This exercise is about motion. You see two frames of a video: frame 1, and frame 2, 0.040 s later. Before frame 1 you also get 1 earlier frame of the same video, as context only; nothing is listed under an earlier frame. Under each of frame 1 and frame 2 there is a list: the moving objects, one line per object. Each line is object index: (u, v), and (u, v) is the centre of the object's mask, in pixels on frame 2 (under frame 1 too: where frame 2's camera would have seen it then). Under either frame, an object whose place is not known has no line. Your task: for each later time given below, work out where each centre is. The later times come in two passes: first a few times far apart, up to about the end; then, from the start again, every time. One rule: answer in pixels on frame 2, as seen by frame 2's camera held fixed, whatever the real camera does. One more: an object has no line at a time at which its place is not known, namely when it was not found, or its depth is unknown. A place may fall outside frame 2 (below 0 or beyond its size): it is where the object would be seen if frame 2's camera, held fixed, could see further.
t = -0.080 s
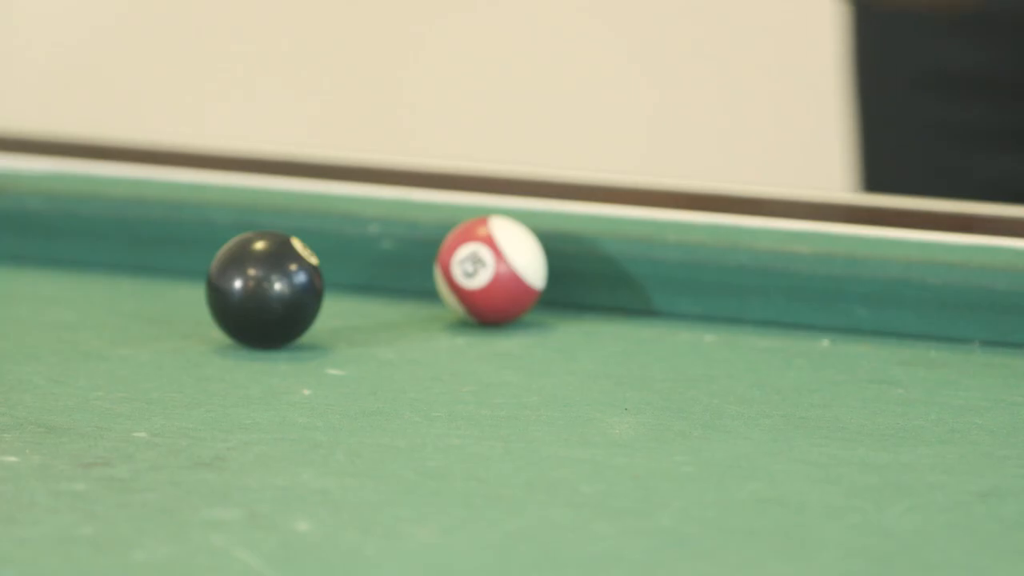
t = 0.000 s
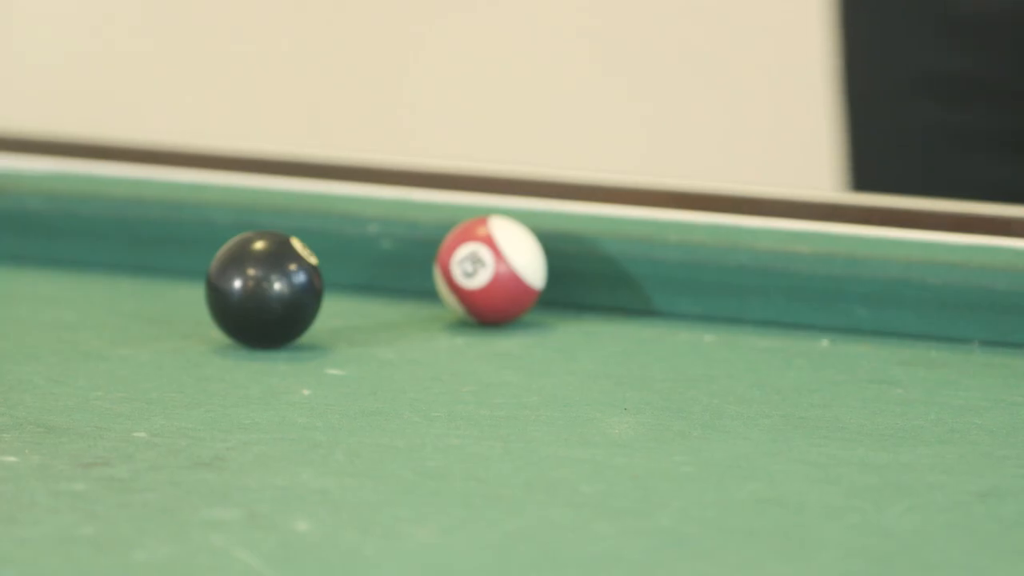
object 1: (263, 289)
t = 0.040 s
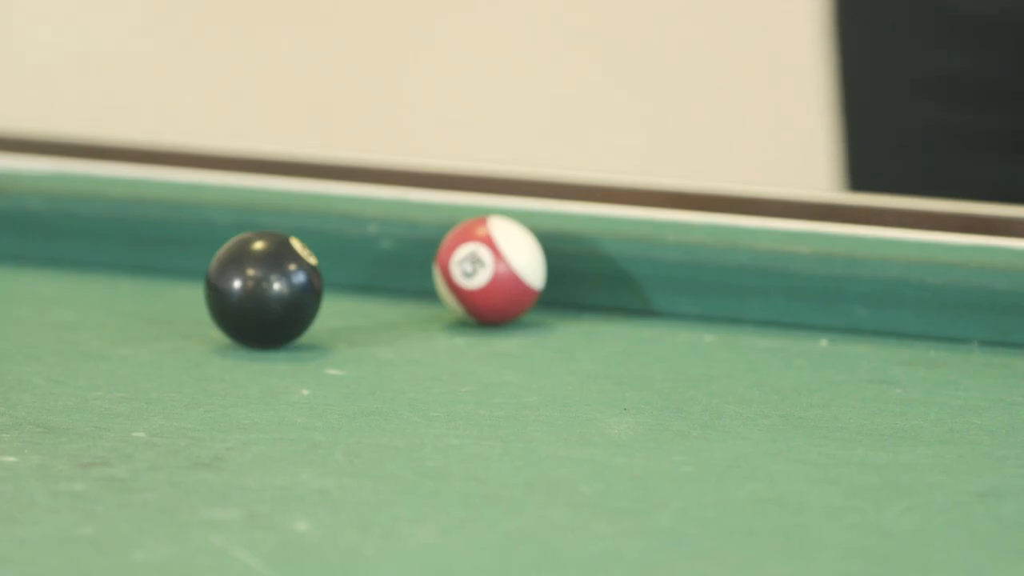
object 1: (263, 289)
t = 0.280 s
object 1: (263, 289)
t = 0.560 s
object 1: (291, 262)
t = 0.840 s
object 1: (331, 268)
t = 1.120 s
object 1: (384, 255)
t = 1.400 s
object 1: (371, 264)
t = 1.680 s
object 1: (366, 273)
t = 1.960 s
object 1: (371, 278)
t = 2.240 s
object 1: (379, 280)
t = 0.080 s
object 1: (263, 289)
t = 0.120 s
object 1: (263, 289)
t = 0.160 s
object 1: (263, 289)
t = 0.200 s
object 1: (263, 289)
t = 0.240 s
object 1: (263, 289)
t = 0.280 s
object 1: (263, 289)
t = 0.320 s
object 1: (263, 289)
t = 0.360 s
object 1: (263, 289)
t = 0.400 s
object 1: (263, 289)
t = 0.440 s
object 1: (263, 289)
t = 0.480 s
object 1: (265, 288)
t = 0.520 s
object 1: (281, 281)
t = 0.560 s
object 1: (291, 262)
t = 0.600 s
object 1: (278, 249)
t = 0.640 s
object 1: (273, 261)
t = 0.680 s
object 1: (286, 270)
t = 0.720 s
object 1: (302, 274)
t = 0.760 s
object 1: (315, 273)
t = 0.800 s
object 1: (323, 271)
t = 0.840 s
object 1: (331, 268)
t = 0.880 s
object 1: (339, 265)
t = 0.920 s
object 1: (349, 263)
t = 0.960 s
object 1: (358, 262)
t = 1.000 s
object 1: (366, 260)
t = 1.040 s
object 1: (374, 257)
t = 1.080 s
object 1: (380, 255)
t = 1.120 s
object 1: (384, 255)
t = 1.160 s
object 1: (381, 256)
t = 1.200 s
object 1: (381, 257)
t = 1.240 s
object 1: (380, 259)
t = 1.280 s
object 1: (377, 261)
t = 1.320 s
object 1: (375, 262)
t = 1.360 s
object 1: (373, 263)
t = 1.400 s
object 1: (371, 264)
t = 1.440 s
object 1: (370, 266)
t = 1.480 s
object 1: (369, 267)
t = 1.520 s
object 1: (368, 268)
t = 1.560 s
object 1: (367, 269)
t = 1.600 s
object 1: (366, 270)
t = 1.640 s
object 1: (366, 272)
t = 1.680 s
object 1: (366, 273)
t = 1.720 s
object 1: (366, 273)
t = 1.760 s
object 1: (366, 274)
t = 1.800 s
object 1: (367, 275)
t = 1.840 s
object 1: (368, 276)
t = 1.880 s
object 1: (369, 276)
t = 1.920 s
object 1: (370, 277)
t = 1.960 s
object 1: (371, 278)
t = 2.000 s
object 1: (372, 278)
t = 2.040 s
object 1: (373, 279)
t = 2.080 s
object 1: (374, 279)
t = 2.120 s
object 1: (375, 279)
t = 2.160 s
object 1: (376, 279)
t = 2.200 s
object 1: (378, 280)
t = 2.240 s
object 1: (379, 280)
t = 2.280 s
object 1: (382, 280)
